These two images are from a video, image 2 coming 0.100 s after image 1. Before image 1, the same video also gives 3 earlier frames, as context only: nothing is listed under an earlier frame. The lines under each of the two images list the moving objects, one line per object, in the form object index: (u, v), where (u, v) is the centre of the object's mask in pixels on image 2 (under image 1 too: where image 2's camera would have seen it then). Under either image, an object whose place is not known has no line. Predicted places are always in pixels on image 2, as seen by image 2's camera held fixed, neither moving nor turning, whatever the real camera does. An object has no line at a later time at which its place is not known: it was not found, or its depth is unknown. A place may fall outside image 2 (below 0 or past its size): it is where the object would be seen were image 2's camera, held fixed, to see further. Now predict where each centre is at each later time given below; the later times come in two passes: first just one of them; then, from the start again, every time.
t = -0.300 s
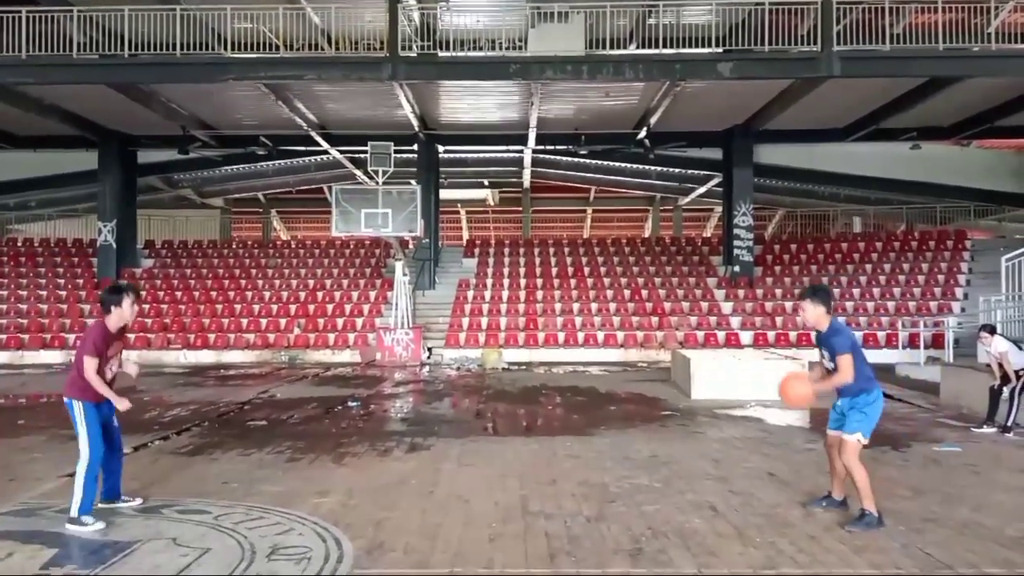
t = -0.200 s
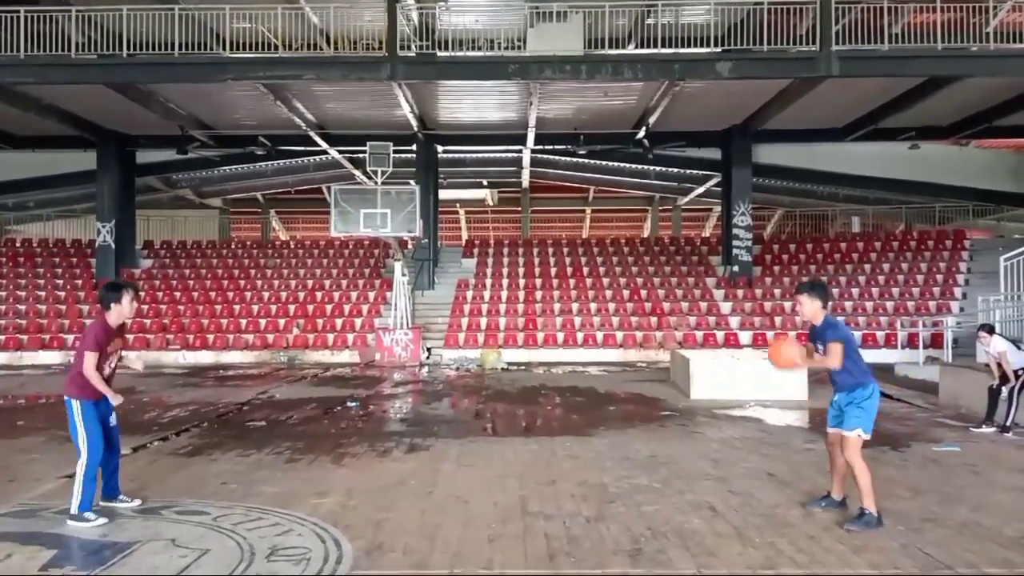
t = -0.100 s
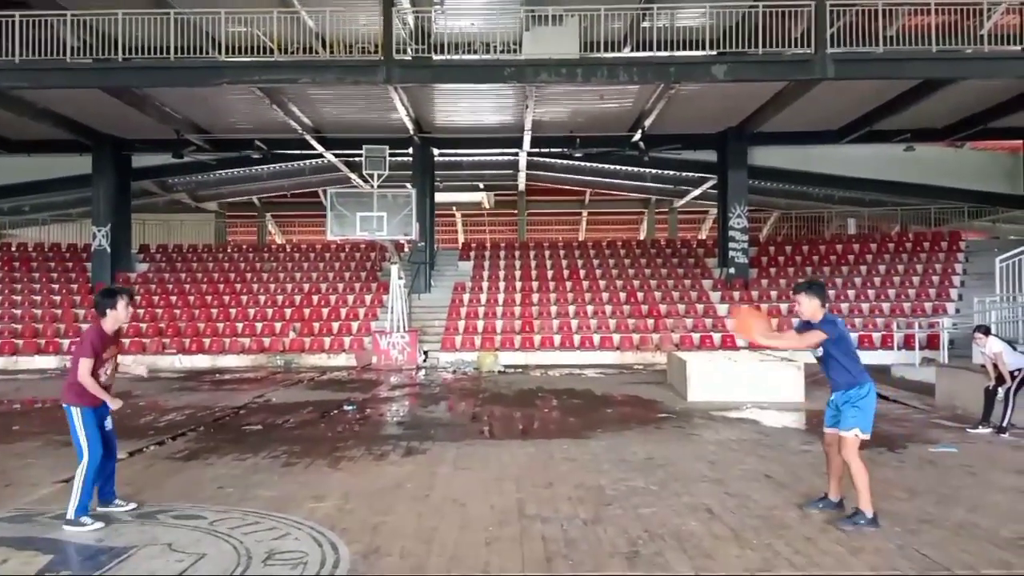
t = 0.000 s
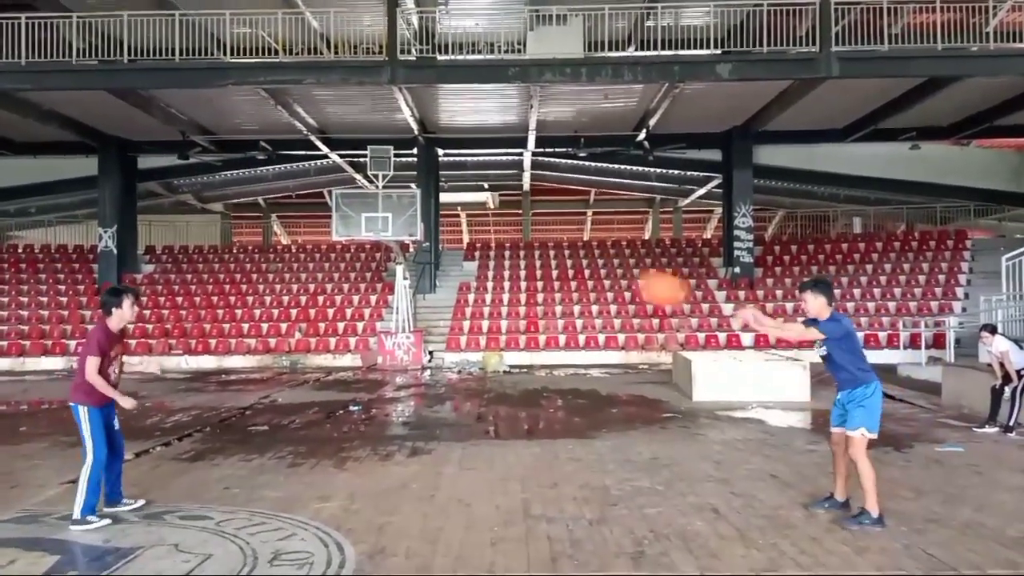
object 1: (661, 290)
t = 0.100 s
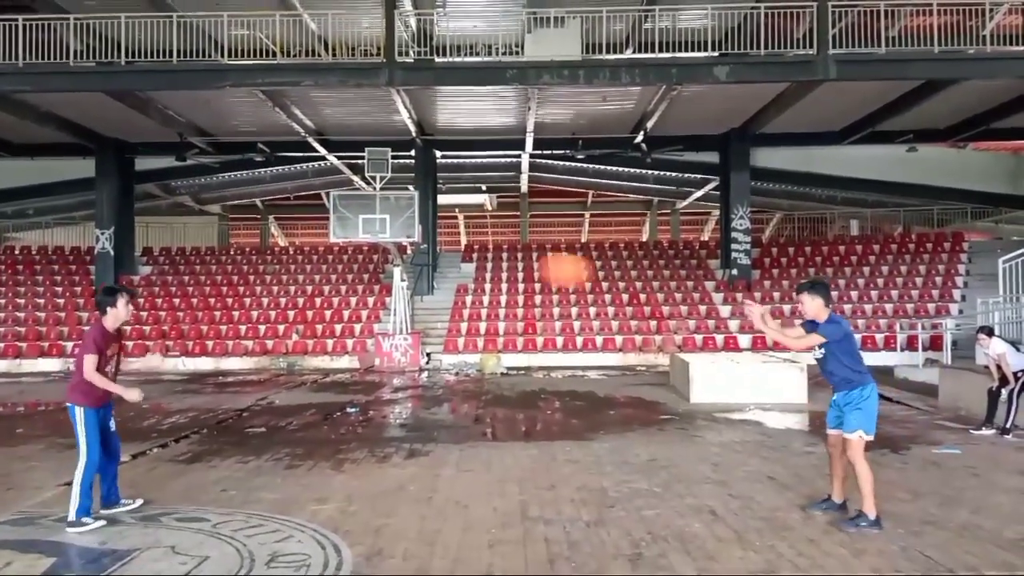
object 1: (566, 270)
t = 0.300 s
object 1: (383, 268)
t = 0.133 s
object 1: (537, 266)
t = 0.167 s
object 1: (506, 264)
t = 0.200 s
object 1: (476, 263)
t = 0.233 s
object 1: (443, 262)
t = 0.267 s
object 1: (418, 263)
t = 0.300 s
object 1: (383, 268)
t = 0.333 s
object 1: (354, 274)
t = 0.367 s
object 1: (324, 281)
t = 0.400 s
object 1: (292, 289)
